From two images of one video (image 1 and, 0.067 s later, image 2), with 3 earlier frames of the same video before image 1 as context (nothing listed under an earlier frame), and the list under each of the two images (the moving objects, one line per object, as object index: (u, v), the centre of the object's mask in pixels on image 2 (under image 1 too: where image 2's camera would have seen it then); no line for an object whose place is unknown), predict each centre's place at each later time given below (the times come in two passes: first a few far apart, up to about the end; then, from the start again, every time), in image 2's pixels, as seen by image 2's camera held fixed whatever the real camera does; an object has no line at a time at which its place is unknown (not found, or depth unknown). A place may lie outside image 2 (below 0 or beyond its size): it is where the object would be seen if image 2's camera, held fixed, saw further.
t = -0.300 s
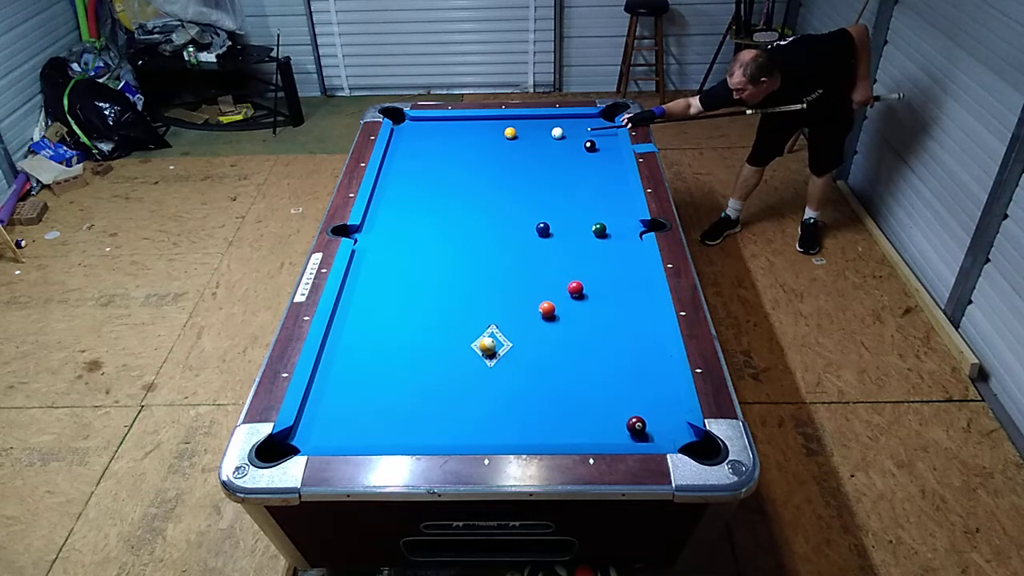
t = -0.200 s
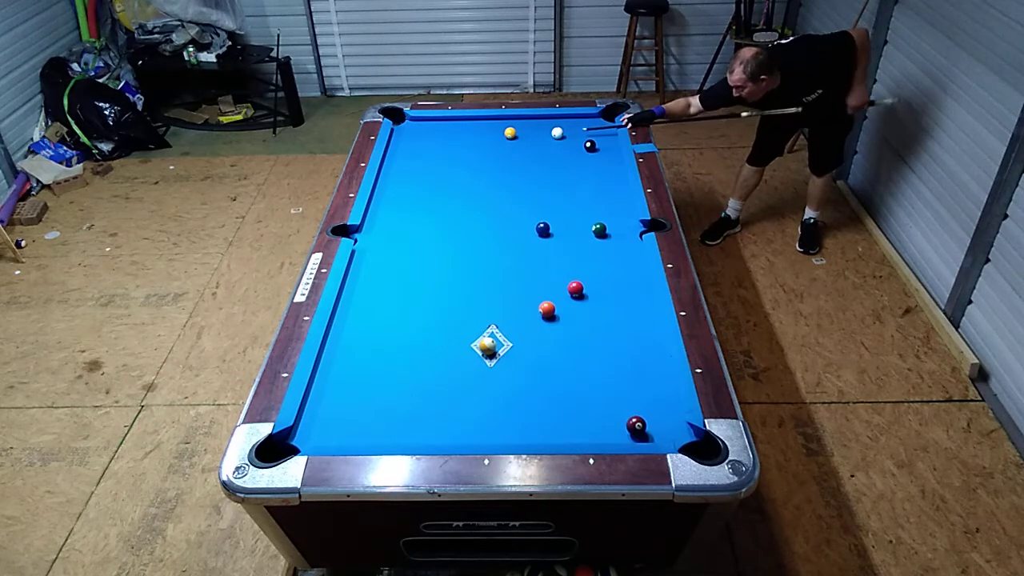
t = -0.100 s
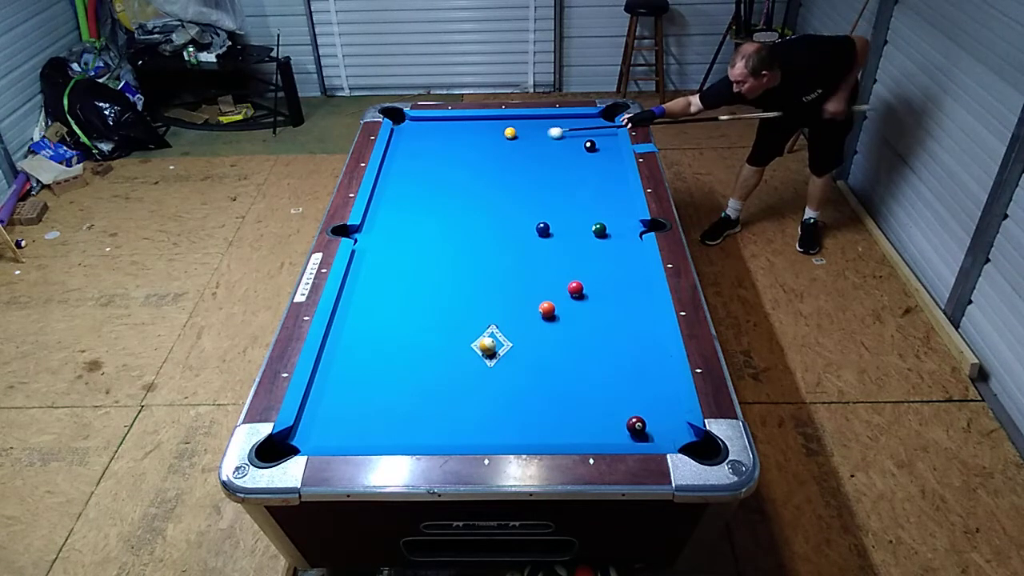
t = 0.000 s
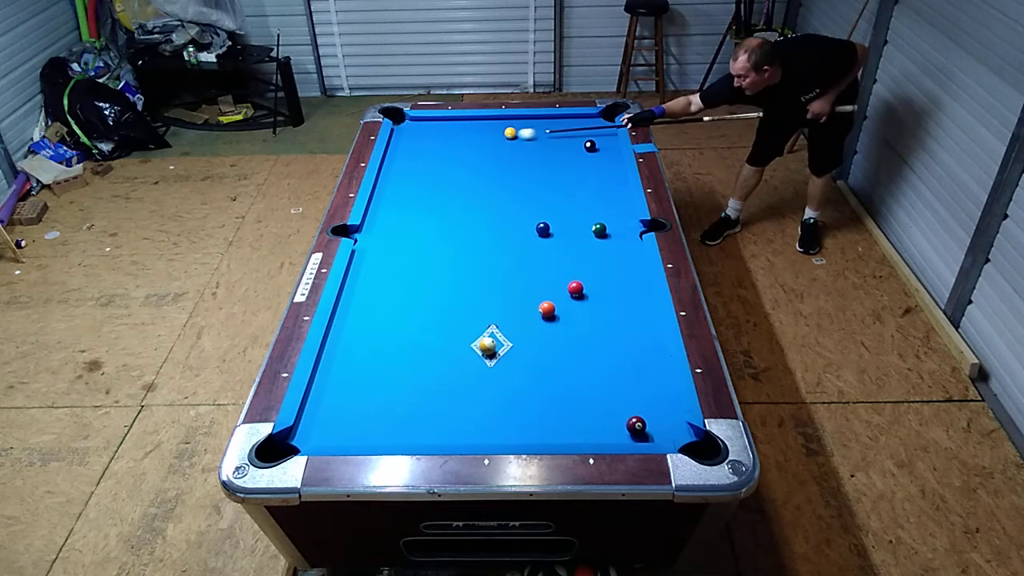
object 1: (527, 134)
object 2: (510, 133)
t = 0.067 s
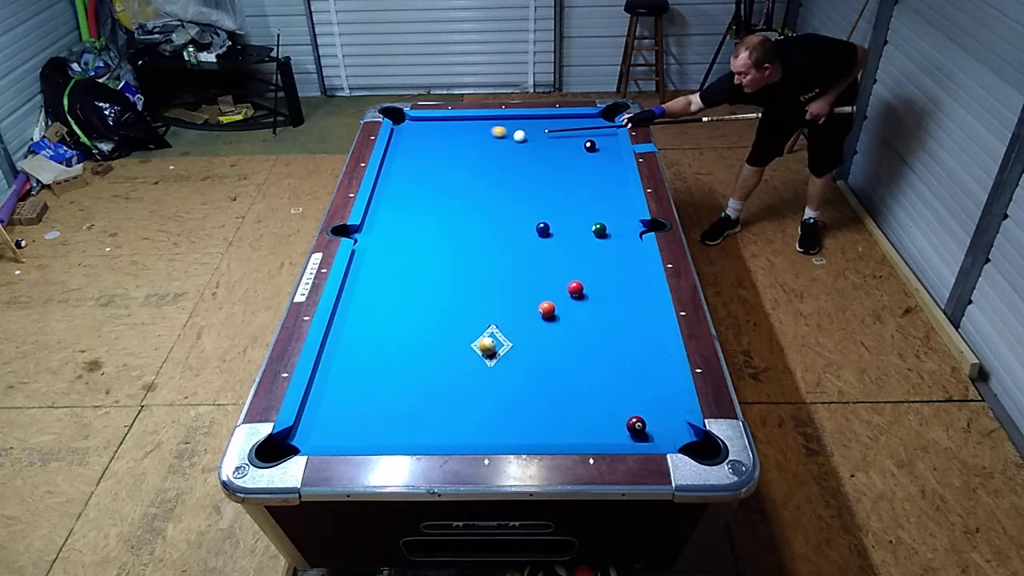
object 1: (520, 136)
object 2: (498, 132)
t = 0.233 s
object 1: (507, 142)
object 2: (467, 129)
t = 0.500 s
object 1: (483, 150)
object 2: (426, 125)
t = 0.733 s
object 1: (462, 158)
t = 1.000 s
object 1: (438, 166)
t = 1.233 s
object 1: (418, 173)
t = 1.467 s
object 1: (398, 181)
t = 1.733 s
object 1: (379, 189)
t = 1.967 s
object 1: (384, 193)
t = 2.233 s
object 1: (390, 197)
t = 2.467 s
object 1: (395, 200)
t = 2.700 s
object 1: (399, 203)
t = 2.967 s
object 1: (404, 206)
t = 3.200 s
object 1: (408, 208)
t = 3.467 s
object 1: (411, 210)
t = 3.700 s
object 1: (414, 212)
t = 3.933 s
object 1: (416, 213)
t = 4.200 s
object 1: (418, 214)
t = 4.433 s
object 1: (418, 214)
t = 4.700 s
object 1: (419, 214)
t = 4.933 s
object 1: (419, 214)
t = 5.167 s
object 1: (419, 214)
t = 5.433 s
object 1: (419, 214)
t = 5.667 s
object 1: (419, 214)
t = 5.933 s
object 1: (419, 214)
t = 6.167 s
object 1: (419, 214)
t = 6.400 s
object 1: (419, 214)
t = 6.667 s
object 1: (419, 214)
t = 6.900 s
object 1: (419, 214)
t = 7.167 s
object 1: (419, 215)
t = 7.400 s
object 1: (419, 215)
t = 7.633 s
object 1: (419, 215)
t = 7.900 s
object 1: (419, 215)
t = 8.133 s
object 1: (419, 215)
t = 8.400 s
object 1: (419, 214)
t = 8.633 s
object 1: (419, 215)
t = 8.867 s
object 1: (419, 215)
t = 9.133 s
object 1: (419, 215)
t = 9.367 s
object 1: (419, 215)
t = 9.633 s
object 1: (419, 215)
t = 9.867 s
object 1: (419, 215)
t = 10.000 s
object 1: (419, 215)
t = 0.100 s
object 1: (518, 137)
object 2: (491, 131)
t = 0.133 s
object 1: (516, 139)
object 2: (484, 130)
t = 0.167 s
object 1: (513, 140)
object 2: (478, 130)
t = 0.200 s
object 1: (510, 141)
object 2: (472, 129)
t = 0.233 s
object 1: (507, 142)
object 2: (467, 129)
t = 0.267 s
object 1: (504, 143)
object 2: (462, 128)
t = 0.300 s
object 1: (501, 144)
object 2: (457, 128)
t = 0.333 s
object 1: (498, 145)
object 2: (451, 127)
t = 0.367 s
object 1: (494, 146)
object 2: (446, 127)
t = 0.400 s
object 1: (492, 147)
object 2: (441, 126)
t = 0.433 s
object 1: (488, 148)
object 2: (436, 126)
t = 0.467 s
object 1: (485, 149)
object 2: (431, 125)
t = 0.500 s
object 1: (483, 150)
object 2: (426, 125)
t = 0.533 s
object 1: (479, 151)
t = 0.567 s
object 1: (476, 152)
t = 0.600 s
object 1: (473, 153)
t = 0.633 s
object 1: (470, 155)
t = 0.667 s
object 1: (467, 156)
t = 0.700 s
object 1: (464, 157)
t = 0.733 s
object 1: (462, 158)
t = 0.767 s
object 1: (459, 159)
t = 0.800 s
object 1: (456, 160)
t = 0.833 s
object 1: (453, 161)
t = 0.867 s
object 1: (450, 162)
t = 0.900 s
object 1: (447, 163)
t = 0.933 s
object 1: (444, 164)
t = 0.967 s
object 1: (441, 165)
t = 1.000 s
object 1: (438, 166)
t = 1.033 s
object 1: (435, 167)
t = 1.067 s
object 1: (432, 168)
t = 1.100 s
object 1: (430, 169)
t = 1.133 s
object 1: (426, 170)
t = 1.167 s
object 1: (424, 171)
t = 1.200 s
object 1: (421, 172)
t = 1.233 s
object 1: (418, 173)
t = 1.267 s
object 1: (415, 174)
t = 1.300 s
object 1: (412, 175)
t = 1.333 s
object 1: (410, 177)
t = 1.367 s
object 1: (407, 178)
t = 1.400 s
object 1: (404, 179)
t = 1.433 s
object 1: (401, 180)
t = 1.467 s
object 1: (398, 181)
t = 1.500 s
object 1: (396, 182)
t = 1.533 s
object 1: (393, 183)
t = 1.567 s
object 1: (390, 184)
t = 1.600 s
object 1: (387, 185)
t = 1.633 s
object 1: (385, 186)
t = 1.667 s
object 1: (382, 187)
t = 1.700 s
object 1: (379, 188)
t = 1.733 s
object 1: (379, 189)
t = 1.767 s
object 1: (380, 189)
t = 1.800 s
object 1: (380, 190)
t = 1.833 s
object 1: (381, 190)
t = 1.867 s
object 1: (382, 191)
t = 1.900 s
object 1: (383, 191)
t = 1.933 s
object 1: (383, 192)
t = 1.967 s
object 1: (384, 193)
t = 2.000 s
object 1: (385, 193)
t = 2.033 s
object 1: (386, 194)
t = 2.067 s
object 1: (387, 194)
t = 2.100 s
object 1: (387, 195)
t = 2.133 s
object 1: (388, 195)
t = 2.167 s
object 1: (389, 196)
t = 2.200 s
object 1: (389, 196)
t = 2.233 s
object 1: (390, 197)
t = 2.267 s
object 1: (391, 197)
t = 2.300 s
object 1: (391, 198)
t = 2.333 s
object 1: (392, 198)
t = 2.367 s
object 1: (393, 199)
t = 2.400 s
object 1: (394, 199)
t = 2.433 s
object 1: (394, 200)
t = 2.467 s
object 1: (395, 200)
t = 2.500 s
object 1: (396, 201)
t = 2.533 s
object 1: (396, 201)
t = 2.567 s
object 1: (397, 201)
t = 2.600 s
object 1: (397, 202)
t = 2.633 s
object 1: (398, 202)
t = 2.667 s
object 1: (399, 203)
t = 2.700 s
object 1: (399, 203)
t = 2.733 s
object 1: (400, 203)
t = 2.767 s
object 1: (401, 204)
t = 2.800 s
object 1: (401, 204)
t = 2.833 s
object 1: (402, 205)
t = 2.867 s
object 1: (402, 205)
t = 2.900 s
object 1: (403, 205)
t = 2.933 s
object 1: (403, 206)
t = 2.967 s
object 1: (404, 206)
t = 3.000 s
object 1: (405, 206)
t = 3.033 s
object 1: (405, 207)
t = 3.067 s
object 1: (406, 207)
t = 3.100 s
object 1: (406, 207)
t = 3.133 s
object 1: (407, 208)
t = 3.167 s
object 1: (407, 208)
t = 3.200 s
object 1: (408, 208)
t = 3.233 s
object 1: (408, 208)
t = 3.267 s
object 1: (409, 209)
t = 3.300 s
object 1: (409, 209)
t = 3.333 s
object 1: (409, 209)
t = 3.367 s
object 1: (410, 209)
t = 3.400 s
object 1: (410, 210)
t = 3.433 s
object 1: (411, 210)
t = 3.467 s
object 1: (411, 210)
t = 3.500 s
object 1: (412, 210)
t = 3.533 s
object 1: (412, 211)
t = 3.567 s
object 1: (412, 211)
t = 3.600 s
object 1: (413, 211)
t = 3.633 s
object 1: (413, 211)
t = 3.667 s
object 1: (413, 211)
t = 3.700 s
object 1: (414, 212)
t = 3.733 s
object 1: (414, 212)
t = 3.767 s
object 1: (414, 212)
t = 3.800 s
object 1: (415, 212)
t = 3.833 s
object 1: (415, 212)
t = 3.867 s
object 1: (415, 213)
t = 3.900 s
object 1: (416, 213)
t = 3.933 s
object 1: (416, 213)
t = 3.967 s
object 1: (416, 213)
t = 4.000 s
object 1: (416, 213)
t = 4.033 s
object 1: (417, 213)
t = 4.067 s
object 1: (417, 213)
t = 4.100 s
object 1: (417, 213)
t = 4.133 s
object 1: (417, 213)
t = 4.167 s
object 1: (417, 214)
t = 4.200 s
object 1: (418, 214)
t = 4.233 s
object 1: (418, 214)
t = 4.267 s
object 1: (418, 214)
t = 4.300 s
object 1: (418, 214)
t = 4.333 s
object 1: (418, 214)
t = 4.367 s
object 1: (418, 214)
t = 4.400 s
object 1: (418, 214)
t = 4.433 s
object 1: (418, 214)
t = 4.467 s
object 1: (418, 214)
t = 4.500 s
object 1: (418, 214)
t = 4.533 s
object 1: (418, 214)
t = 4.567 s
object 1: (418, 214)
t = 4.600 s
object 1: (418, 214)
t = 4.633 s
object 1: (419, 214)
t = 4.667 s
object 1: (419, 214)
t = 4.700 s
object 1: (419, 214)
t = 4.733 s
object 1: (419, 214)
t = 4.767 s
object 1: (419, 214)
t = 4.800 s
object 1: (419, 214)
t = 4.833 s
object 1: (419, 214)
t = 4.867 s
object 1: (419, 214)
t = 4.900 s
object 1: (419, 214)
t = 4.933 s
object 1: (419, 214)
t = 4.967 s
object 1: (419, 214)
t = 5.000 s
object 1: (419, 214)
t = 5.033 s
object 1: (419, 214)
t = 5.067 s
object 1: (419, 214)
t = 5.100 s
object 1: (419, 214)
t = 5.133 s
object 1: (419, 214)
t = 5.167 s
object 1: (419, 214)
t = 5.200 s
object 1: (419, 214)
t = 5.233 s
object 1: (419, 214)
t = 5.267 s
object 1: (419, 214)
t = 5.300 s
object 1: (419, 214)
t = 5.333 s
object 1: (419, 214)
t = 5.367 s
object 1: (419, 214)
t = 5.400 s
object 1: (419, 214)
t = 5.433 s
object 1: (419, 214)
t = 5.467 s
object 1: (419, 214)
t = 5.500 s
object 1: (419, 214)
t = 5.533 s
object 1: (419, 214)
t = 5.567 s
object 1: (419, 214)
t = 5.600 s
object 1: (419, 214)
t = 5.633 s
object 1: (419, 214)
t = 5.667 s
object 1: (419, 214)
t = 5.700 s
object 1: (419, 214)
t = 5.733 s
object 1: (419, 214)
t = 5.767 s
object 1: (419, 214)
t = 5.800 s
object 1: (419, 214)
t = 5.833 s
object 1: (419, 214)
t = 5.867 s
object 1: (419, 214)
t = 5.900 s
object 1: (419, 214)
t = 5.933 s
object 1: (419, 214)
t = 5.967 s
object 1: (419, 214)
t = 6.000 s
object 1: (419, 214)
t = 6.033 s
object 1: (419, 214)
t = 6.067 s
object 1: (419, 214)
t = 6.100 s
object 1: (419, 214)
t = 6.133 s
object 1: (419, 214)
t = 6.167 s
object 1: (419, 214)
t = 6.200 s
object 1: (419, 214)
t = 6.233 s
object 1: (419, 214)
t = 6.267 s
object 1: (419, 214)
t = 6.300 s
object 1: (419, 214)
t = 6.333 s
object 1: (419, 214)
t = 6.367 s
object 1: (419, 214)
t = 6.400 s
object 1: (419, 214)
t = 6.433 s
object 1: (419, 214)
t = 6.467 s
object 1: (419, 214)
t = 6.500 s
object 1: (419, 214)
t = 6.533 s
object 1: (419, 214)
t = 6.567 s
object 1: (419, 214)
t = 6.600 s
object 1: (419, 214)
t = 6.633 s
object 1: (419, 214)
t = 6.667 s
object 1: (419, 214)
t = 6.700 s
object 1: (419, 214)
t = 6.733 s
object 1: (419, 214)
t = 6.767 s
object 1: (419, 214)
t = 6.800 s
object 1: (419, 214)
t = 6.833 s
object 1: (419, 214)
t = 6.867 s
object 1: (419, 214)
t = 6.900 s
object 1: (419, 214)
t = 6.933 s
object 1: (419, 214)
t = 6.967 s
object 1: (419, 214)
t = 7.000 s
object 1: (419, 214)
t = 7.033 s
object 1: (419, 215)
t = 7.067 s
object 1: (419, 214)
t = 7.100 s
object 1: (419, 215)
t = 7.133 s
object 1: (419, 215)
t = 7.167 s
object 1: (419, 215)
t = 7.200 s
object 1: (419, 215)
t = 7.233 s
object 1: (419, 215)
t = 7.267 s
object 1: (419, 215)
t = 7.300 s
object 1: (419, 215)
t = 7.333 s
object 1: (419, 214)
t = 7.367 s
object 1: (419, 215)
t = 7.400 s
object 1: (419, 215)
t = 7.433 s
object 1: (419, 215)
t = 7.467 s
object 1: (419, 215)
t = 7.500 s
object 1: (419, 215)
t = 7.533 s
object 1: (419, 215)
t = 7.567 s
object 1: (419, 214)
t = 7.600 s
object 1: (419, 215)
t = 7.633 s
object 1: (419, 215)
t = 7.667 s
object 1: (419, 215)
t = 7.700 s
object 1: (419, 215)
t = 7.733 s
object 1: (419, 215)
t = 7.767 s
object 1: (419, 215)
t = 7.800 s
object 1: (419, 215)
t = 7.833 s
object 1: (419, 215)
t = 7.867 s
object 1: (419, 215)
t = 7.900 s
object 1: (419, 215)
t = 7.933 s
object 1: (419, 215)
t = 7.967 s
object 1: (419, 215)
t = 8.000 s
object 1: (419, 215)
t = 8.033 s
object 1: (419, 215)
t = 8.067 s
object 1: (419, 215)
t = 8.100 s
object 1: (419, 215)
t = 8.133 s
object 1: (419, 215)
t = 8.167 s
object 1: (419, 215)
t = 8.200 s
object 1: (419, 215)
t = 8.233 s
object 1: (419, 215)
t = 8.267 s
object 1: (419, 215)
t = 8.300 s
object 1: (419, 215)
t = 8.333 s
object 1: (419, 214)
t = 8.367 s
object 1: (419, 215)
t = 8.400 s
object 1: (419, 214)
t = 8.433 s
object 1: (419, 214)
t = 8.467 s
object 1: (419, 214)
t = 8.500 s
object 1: (419, 214)
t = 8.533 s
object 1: (419, 214)
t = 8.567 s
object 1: (419, 215)
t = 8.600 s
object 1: (419, 215)
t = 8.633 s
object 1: (419, 215)
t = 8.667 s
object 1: (419, 215)
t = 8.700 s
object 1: (419, 215)
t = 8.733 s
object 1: (419, 215)
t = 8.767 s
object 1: (419, 215)
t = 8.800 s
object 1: (419, 215)
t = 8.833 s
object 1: (419, 215)
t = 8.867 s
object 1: (419, 215)
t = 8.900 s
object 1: (419, 215)
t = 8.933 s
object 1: (419, 215)
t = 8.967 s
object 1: (419, 215)
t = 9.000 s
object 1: (419, 215)
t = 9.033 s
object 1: (419, 215)
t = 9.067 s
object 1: (419, 215)
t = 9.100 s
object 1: (419, 215)
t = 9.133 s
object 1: (419, 215)
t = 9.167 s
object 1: (419, 215)
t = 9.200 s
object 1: (419, 215)
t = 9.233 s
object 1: (419, 215)
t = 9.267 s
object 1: (419, 215)
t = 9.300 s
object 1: (419, 215)
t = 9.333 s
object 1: (419, 215)
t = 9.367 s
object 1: (419, 215)
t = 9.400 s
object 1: (419, 215)
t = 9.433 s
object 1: (419, 215)
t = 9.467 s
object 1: (419, 215)
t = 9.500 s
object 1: (419, 215)
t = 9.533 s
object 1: (419, 215)
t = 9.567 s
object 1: (419, 215)
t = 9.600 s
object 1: (419, 215)
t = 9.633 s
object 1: (419, 215)
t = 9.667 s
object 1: (419, 215)
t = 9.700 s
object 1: (419, 215)
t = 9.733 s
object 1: (419, 215)
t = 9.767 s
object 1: (419, 215)
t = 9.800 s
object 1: (419, 215)
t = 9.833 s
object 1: (419, 215)
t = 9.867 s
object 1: (419, 215)
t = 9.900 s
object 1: (419, 215)
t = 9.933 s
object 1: (419, 215)
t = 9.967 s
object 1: (419, 215)
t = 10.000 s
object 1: (419, 215)
